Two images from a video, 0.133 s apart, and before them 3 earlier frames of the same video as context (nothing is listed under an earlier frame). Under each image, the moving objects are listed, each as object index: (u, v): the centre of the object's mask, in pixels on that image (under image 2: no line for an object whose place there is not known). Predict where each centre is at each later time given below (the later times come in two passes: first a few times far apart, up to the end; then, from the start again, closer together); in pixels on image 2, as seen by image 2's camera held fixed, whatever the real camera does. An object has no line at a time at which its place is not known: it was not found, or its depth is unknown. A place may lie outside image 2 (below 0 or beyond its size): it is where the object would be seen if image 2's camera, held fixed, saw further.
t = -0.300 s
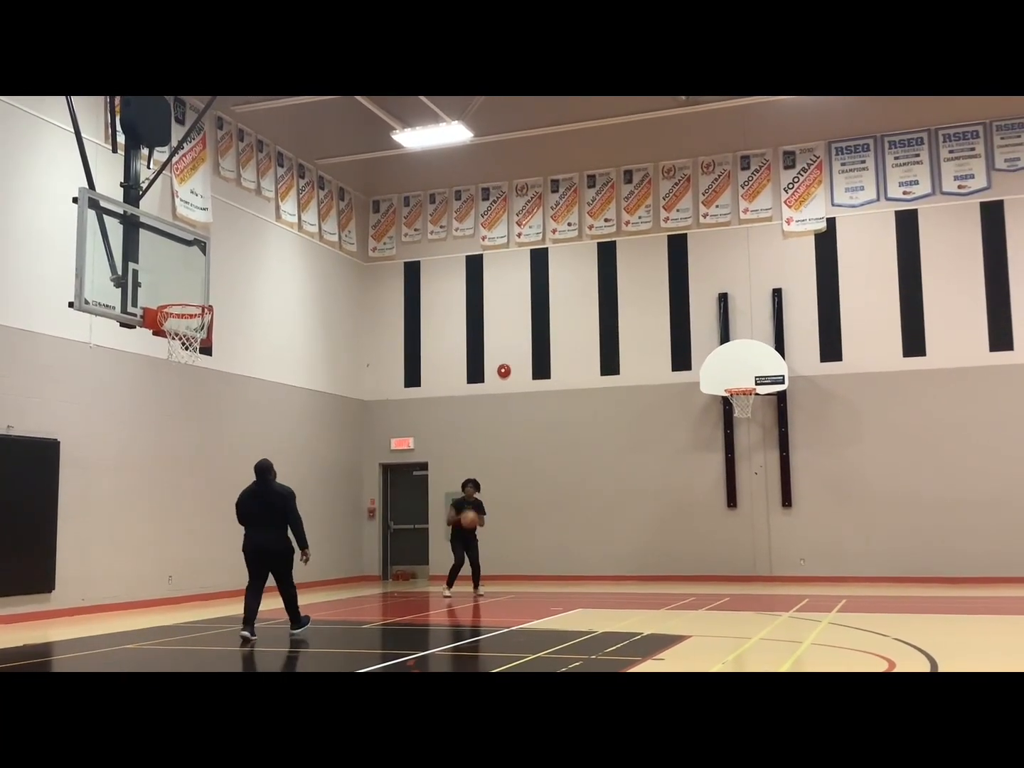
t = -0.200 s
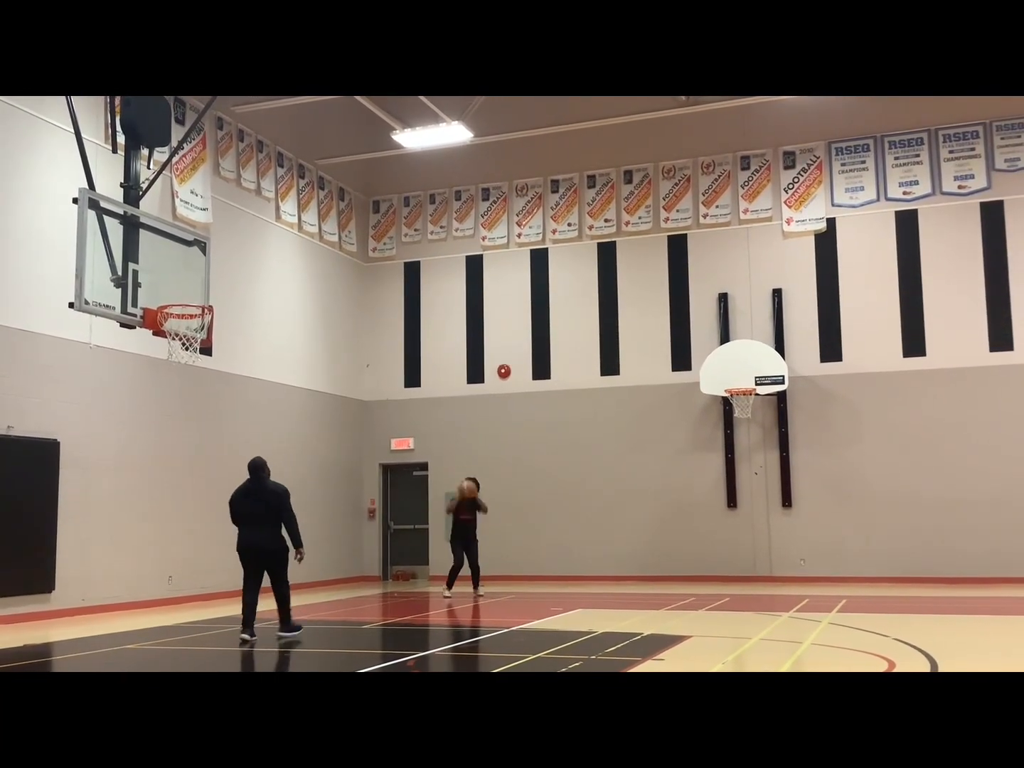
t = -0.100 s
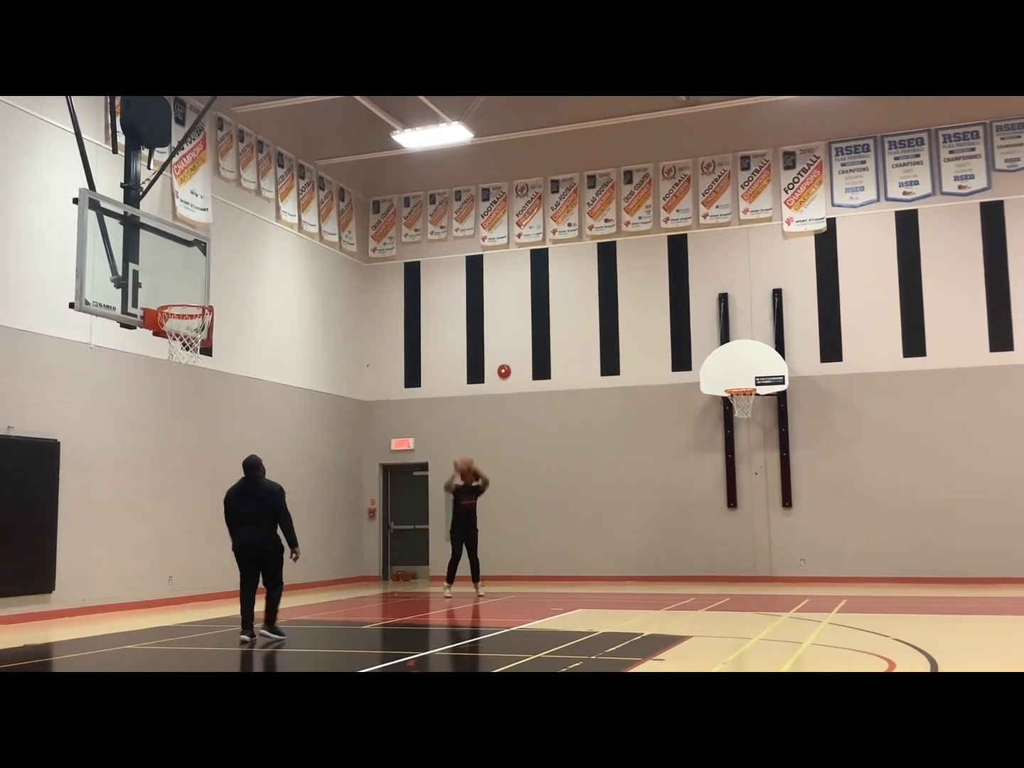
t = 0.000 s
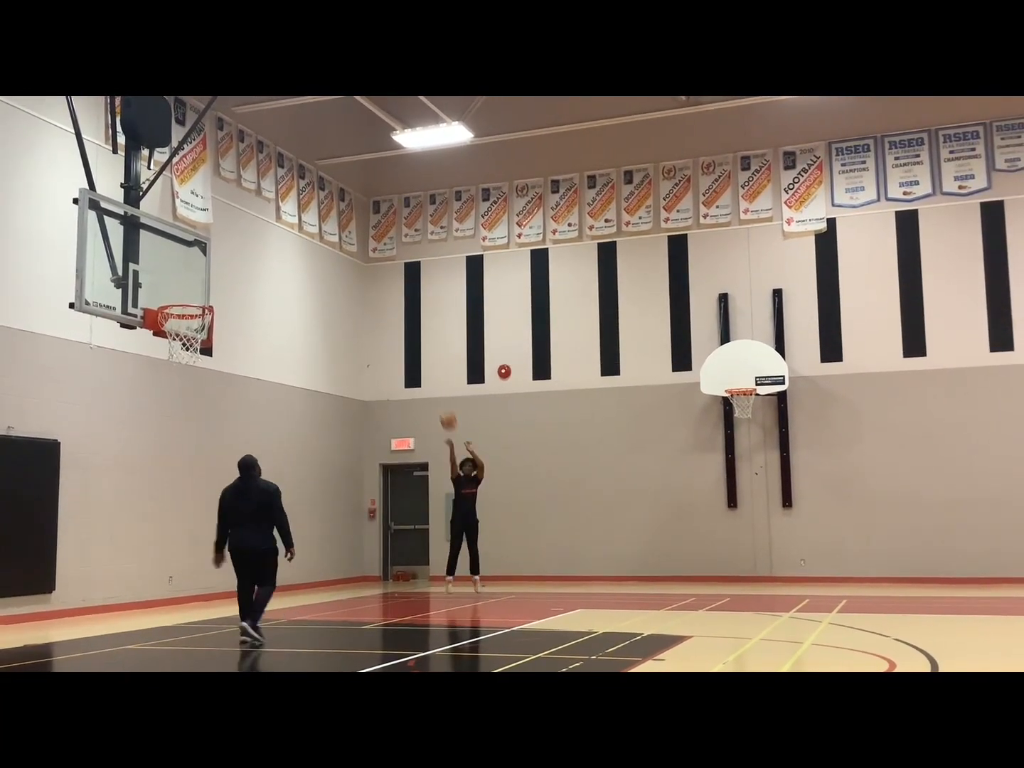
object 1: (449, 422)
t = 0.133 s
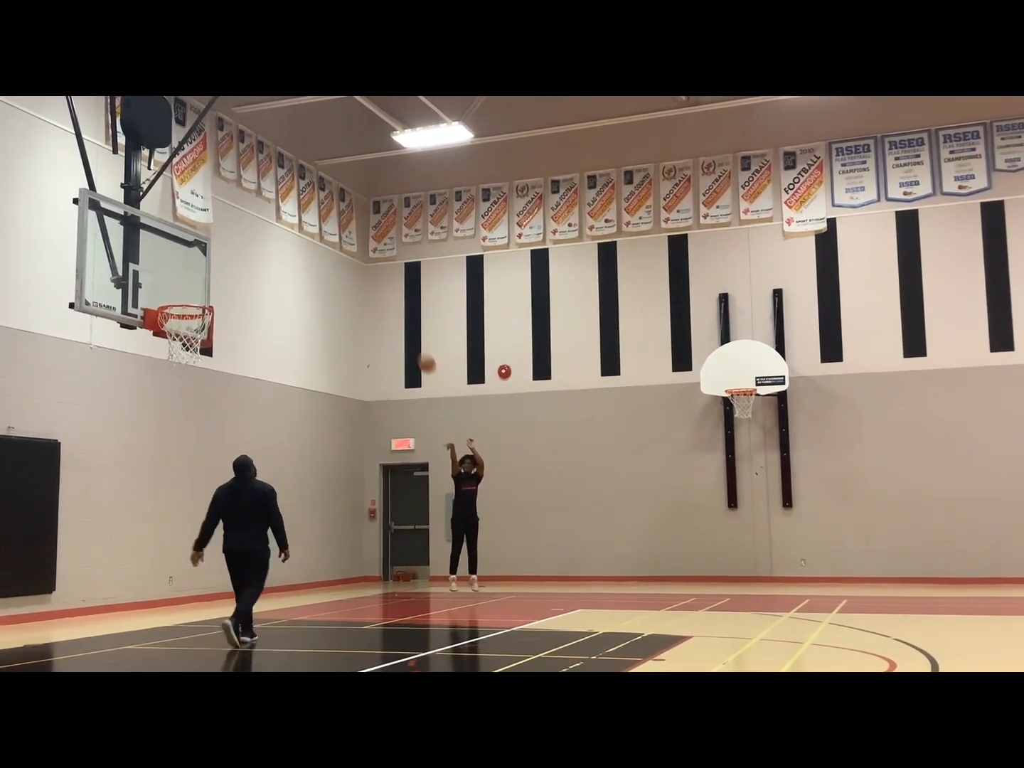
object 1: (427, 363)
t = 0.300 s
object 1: (397, 304)
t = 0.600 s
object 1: (338, 237)
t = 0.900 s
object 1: (263, 235)
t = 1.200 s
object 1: (170, 325)
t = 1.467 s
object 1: (159, 354)
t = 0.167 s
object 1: (421, 350)
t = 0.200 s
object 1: (415, 338)
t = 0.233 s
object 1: (410, 325)
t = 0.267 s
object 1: (404, 315)
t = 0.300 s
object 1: (397, 304)
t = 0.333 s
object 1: (391, 293)
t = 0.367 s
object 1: (385, 283)
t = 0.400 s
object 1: (378, 275)
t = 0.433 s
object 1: (371, 266)
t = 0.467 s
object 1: (364, 259)
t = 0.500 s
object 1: (358, 252)
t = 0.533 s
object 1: (351, 246)
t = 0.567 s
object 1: (344, 240)
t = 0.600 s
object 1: (338, 237)
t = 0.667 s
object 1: (322, 230)
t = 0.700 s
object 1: (314, 228)
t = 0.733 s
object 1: (306, 227)
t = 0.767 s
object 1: (298, 227)
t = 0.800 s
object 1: (290, 228)
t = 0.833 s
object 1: (282, 229)
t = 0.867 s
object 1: (273, 232)
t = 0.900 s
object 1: (263, 235)
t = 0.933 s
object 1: (254, 240)
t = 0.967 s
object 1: (244, 247)
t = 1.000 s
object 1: (235, 254)
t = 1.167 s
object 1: (181, 314)
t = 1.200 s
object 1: (170, 325)
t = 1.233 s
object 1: (167, 326)
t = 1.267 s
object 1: (165, 329)
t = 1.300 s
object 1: (165, 330)
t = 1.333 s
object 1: (163, 331)
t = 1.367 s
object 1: (163, 336)
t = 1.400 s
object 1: (162, 340)
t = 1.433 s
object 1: (161, 347)
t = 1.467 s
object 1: (159, 354)
